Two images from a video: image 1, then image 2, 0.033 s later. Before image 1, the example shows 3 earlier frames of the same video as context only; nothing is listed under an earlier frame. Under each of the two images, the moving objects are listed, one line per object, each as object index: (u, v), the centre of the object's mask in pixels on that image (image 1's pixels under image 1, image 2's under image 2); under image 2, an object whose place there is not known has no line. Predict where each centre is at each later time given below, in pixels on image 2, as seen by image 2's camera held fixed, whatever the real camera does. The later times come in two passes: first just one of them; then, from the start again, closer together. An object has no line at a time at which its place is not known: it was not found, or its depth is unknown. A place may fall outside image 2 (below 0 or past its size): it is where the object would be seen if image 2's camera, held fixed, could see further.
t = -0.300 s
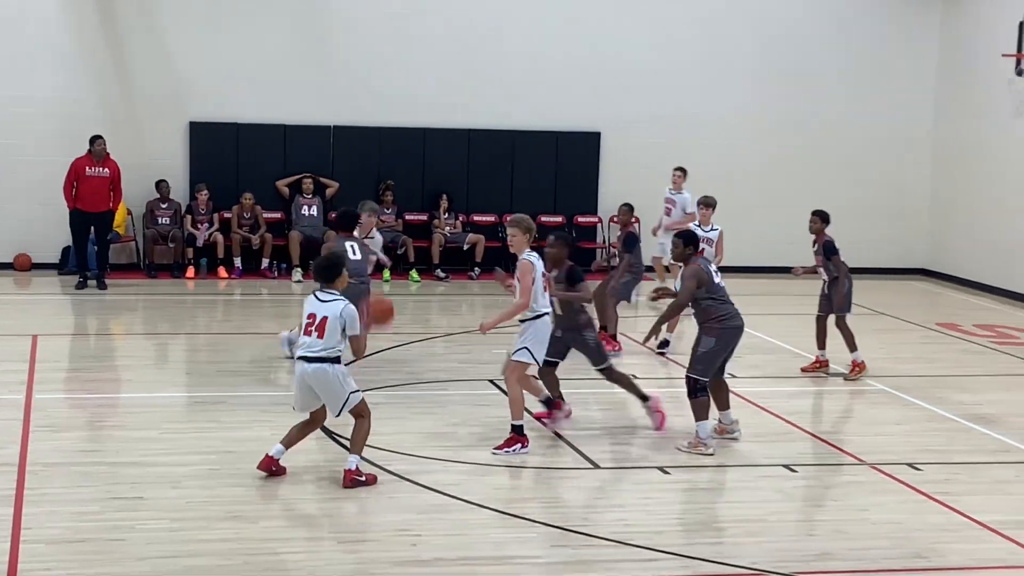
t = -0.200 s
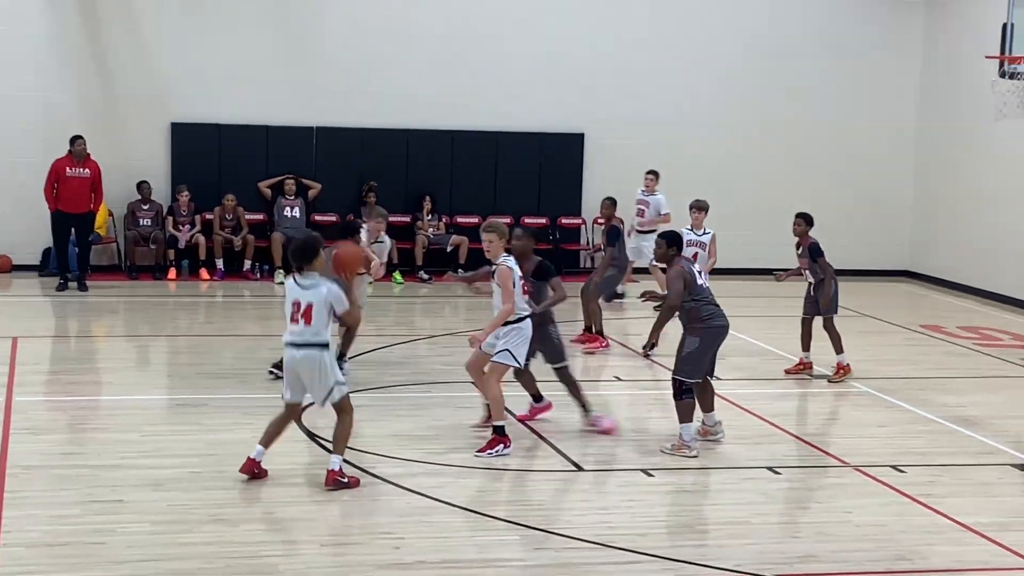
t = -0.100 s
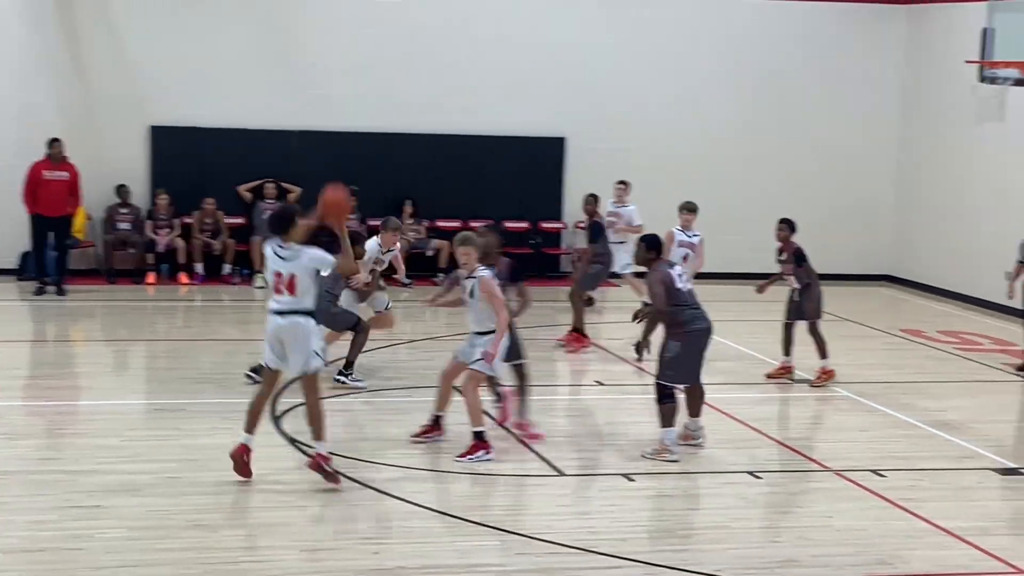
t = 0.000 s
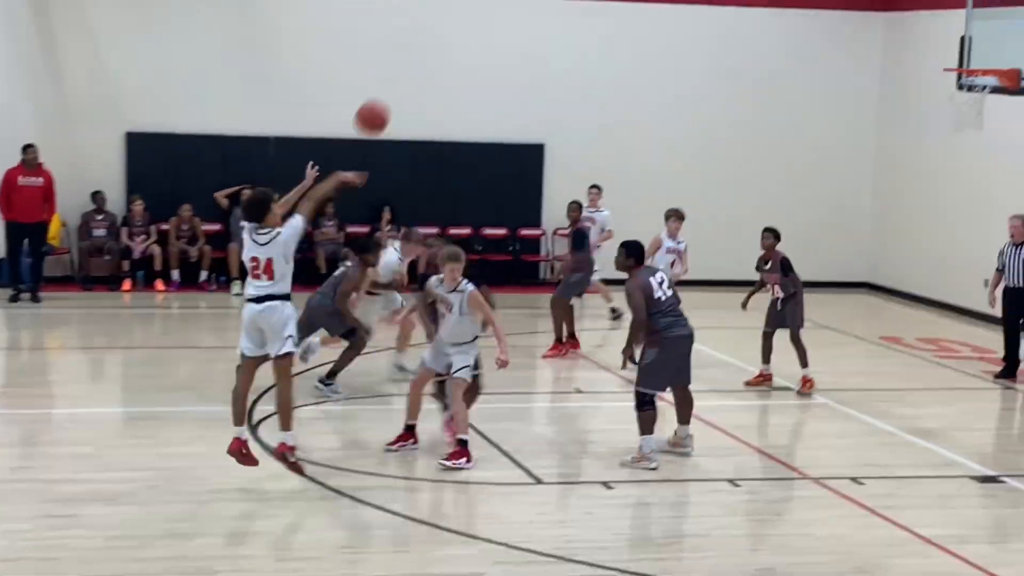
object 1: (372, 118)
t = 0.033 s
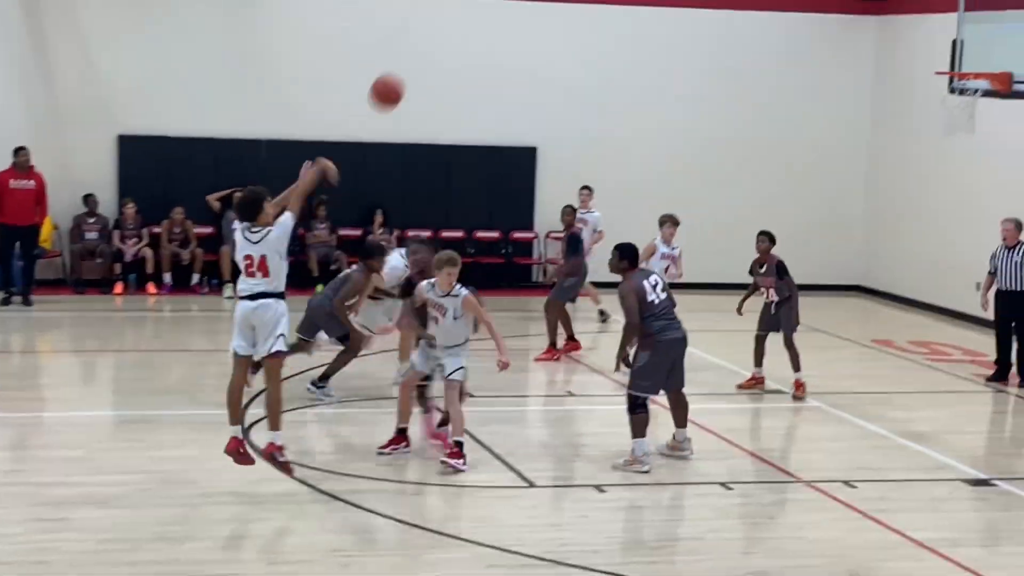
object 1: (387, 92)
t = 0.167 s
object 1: (474, -3)
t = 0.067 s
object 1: (411, 65)
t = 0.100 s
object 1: (430, 40)
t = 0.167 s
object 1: (474, -3)
